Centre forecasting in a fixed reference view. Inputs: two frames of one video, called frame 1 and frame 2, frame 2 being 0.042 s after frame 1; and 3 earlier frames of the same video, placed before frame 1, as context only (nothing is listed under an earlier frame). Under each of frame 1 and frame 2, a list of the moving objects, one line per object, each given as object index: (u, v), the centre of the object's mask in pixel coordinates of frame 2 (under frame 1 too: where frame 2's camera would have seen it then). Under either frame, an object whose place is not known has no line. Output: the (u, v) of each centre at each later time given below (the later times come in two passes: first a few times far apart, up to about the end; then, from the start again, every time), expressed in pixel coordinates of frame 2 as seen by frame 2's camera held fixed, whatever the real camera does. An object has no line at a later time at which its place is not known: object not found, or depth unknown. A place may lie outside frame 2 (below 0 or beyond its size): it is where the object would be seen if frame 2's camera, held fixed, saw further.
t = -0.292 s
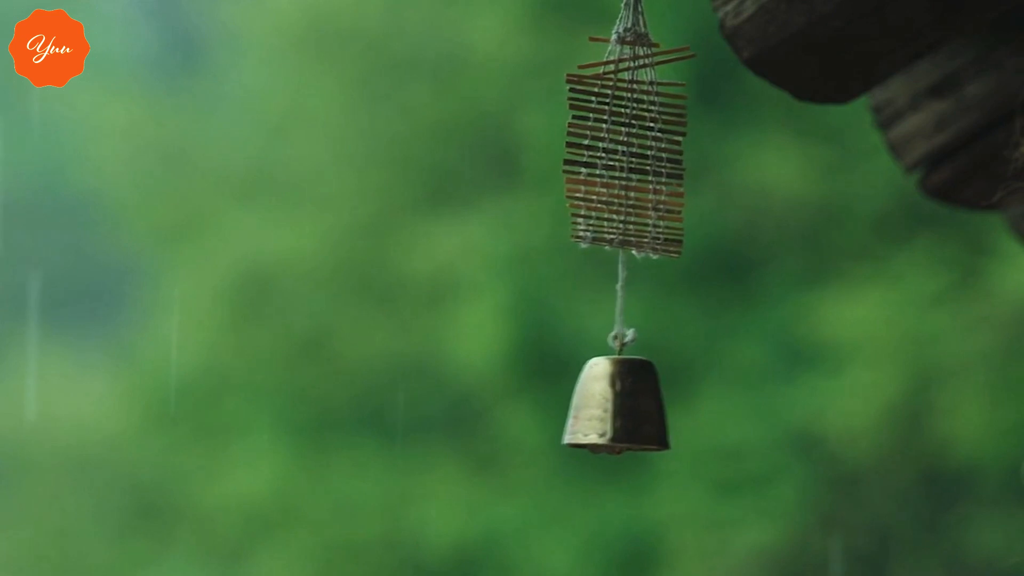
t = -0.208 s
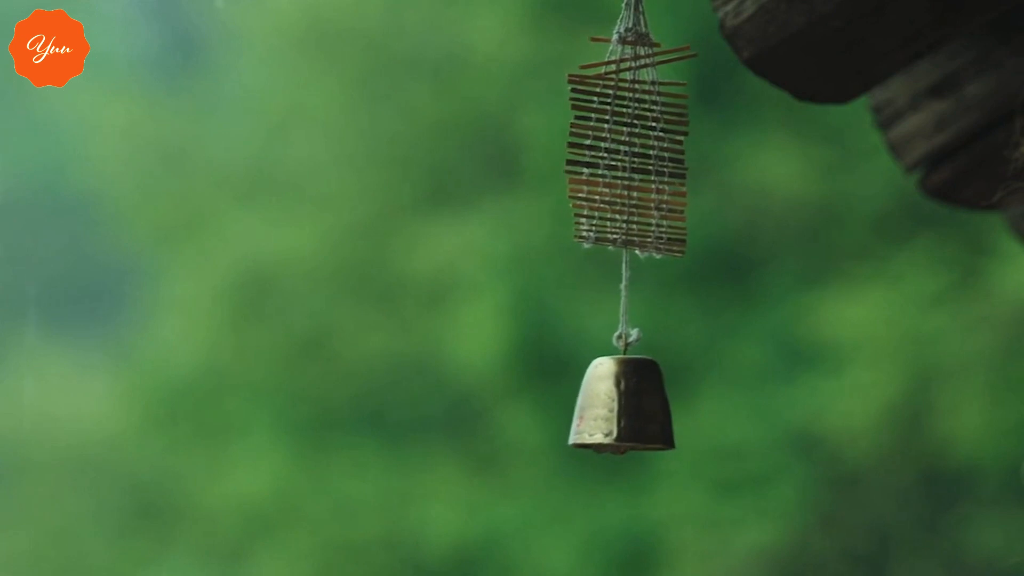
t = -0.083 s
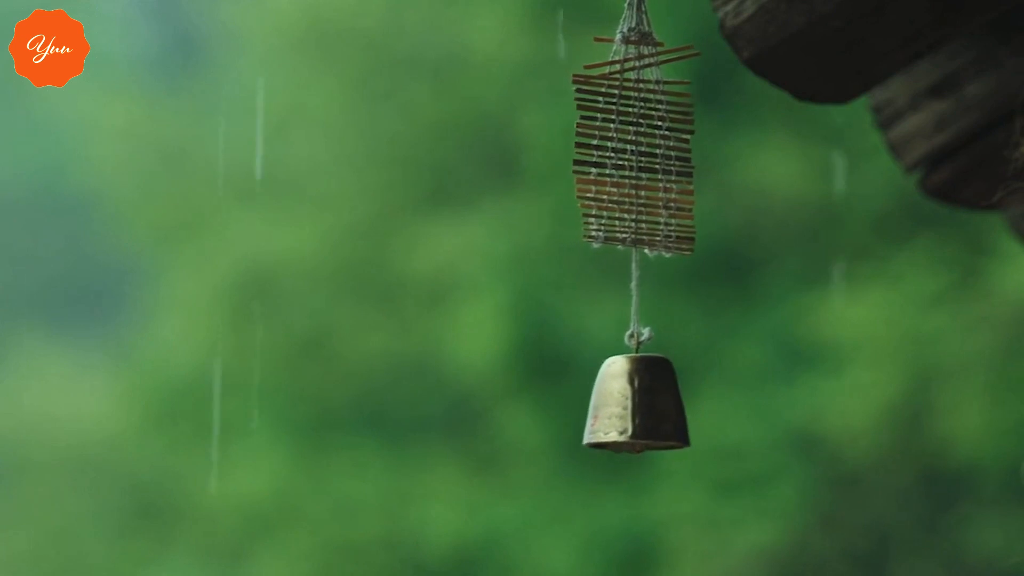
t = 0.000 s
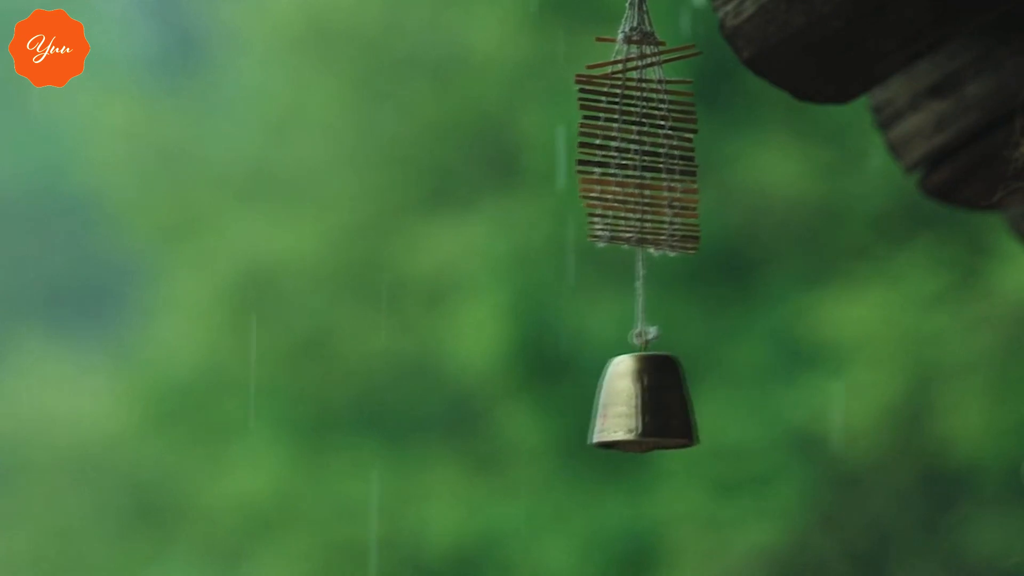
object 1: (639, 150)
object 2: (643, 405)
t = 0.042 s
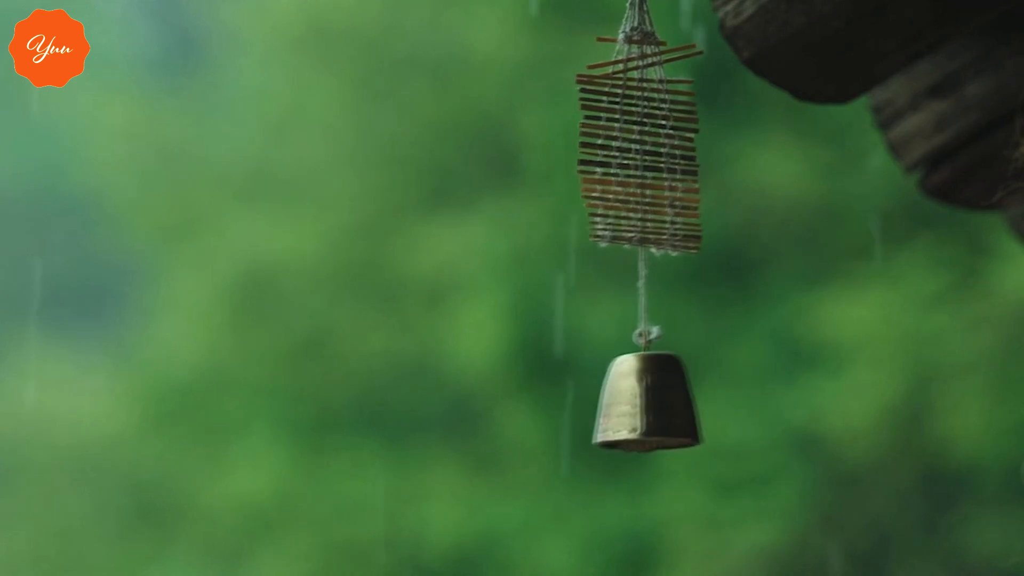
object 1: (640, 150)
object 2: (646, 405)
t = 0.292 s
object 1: (643, 150)
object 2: (651, 404)
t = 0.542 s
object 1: (630, 151)
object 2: (623, 407)
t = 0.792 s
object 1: (627, 151)
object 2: (617, 407)
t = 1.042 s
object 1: (638, 150)
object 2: (641, 406)
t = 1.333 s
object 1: (644, 149)
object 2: (653, 404)
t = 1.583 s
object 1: (632, 151)
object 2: (627, 407)
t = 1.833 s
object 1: (626, 151)
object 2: (616, 408)
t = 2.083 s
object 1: (635, 151)
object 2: (636, 406)
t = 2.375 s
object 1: (644, 149)
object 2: (654, 404)
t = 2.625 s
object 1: (634, 150)
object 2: (633, 406)
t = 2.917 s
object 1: (626, 151)
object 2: (616, 408)
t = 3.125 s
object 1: (633, 151)
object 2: (631, 407)
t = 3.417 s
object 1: (644, 150)
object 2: (654, 404)
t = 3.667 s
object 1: (636, 150)
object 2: (638, 406)
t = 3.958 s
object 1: (626, 151)
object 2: (615, 408)
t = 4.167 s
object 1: (631, 151)
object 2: (627, 407)
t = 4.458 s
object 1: (643, 150)
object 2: (652, 404)
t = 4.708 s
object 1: (639, 150)
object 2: (642, 405)
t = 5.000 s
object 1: (626, 151)
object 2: (615, 407)
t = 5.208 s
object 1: (629, 151)
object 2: (622, 407)
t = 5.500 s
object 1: (642, 150)
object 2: (649, 404)
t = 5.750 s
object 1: (641, 150)
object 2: (647, 404)
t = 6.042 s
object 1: (627, 151)
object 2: (616, 407)
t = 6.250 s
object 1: (627, 151)
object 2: (619, 407)
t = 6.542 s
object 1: (640, 150)
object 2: (646, 405)
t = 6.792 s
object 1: (640, 150)
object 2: (648, 404)
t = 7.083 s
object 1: (628, 151)
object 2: (619, 407)
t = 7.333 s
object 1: (627, 151)
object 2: (619, 407)
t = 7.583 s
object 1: (639, 150)
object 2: (643, 405)
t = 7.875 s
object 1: (642, 150)
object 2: (651, 404)
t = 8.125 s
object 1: (630, 151)
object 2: (623, 407)
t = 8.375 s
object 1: (627, 152)
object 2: (617, 407)
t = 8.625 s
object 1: (638, 150)
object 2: (641, 406)
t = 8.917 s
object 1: (644, 150)
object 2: (653, 404)
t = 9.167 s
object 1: (632, 151)
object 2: (628, 406)
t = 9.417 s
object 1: (626, 151)
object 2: (616, 408)
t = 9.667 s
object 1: (635, 150)
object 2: (636, 406)
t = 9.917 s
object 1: (644, 150)
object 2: (654, 404)
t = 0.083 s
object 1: (642, 150)
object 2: (649, 405)
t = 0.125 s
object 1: (643, 150)
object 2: (652, 404)
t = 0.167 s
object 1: (644, 150)
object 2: (654, 404)
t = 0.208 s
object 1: (644, 150)
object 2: (654, 404)
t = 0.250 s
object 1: (643, 150)
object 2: (653, 404)
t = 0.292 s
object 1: (643, 150)
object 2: (651, 404)
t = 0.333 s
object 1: (641, 150)
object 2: (647, 405)
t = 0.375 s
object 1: (639, 150)
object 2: (642, 405)
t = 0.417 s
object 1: (636, 150)
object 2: (637, 406)
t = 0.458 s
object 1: (634, 151)
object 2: (633, 406)
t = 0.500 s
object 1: (632, 151)
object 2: (628, 406)
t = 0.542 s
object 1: (630, 151)
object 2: (623, 407)
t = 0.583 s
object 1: (628, 151)
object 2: (619, 407)
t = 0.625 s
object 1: (626, 151)
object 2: (616, 407)
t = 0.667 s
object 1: (626, 151)
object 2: (615, 408)
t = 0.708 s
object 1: (626, 151)
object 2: (615, 407)
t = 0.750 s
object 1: (626, 151)
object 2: (616, 408)
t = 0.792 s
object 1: (627, 151)
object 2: (617, 407)
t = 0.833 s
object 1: (627, 151)
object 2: (619, 407)
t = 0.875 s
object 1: (629, 151)
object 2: (622, 407)
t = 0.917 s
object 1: (631, 151)
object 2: (627, 407)
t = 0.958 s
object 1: (633, 151)
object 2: (631, 407)
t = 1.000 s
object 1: (635, 151)
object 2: (636, 406)
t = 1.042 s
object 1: (638, 150)
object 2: (641, 406)
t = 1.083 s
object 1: (639, 150)
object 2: (643, 405)
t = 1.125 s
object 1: (640, 150)
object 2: (646, 405)
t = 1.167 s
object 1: (642, 150)
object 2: (649, 405)
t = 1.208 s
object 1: (643, 150)
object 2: (652, 404)
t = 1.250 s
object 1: (644, 150)
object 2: (654, 404)
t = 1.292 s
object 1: (644, 150)
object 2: (654, 404)
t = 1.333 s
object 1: (644, 149)
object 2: (653, 404)
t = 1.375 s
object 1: (642, 150)
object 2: (650, 404)
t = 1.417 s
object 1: (641, 150)
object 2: (647, 405)
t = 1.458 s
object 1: (639, 150)
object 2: (642, 405)
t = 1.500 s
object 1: (637, 150)
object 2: (638, 406)
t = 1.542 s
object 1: (634, 150)
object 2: (633, 406)
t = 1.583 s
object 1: (632, 151)
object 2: (627, 407)
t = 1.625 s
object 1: (630, 151)
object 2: (623, 407)
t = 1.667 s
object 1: (628, 151)
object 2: (619, 407)
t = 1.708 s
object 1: (626, 151)
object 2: (616, 407)
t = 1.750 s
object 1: (626, 151)
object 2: (615, 408)
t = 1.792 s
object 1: (626, 151)
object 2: (615, 408)
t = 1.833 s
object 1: (626, 151)
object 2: (616, 408)
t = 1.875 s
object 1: (627, 151)
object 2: (617, 407)
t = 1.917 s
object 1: (627, 151)
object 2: (618, 408)
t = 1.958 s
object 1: (629, 151)
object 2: (622, 407)
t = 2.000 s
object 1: (631, 151)
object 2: (627, 407)
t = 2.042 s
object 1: (633, 151)
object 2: (631, 407)
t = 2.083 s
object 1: (635, 151)
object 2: (636, 406)
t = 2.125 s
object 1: (638, 150)
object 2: (641, 406)
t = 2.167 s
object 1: (639, 150)
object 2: (643, 405)
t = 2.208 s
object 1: (640, 150)
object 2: (646, 404)
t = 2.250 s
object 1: (642, 150)
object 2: (649, 404)
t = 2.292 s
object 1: (643, 150)
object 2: (652, 404)
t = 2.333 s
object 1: (644, 149)
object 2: (654, 404)
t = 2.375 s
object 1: (644, 149)
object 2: (654, 404)
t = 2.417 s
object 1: (643, 149)
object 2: (653, 404)
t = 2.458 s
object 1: (642, 150)
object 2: (651, 404)
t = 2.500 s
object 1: (641, 150)
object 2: (647, 405)
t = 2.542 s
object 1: (639, 150)
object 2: (642, 405)
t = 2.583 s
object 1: (636, 150)
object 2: (637, 406)
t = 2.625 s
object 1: (634, 150)
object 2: (633, 406)
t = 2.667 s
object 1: (632, 151)
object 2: (628, 407)
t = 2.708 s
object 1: (630, 151)
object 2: (623, 407)
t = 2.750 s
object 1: (628, 151)
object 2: (619, 407)
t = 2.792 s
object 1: (627, 151)
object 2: (616, 407)
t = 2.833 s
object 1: (626, 151)
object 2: (615, 407)
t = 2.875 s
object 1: (626, 151)
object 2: (615, 408)
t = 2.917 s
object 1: (626, 151)
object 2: (616, 408)
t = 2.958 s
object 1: (627, 152)
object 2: (617, 407)
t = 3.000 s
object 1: (627, 151)
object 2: (619, 407)
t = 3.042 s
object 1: (629, 151)
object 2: (622, 407)
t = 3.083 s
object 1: (631, 151)
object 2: (627, 407)
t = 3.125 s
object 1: (633, 151)
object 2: (631, 407)
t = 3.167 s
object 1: (635, 151)
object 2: (636, 406)
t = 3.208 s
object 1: (638, 150)
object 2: (641, 406)
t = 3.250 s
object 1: (639, 150)
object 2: (643, 405)
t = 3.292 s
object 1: (640, 150)
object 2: (646, 405)
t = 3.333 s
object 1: (642, 150)
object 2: (649, 404)
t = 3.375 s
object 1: (643, 150)
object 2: (652, 404)
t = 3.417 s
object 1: (644, 150)
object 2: (654, 404)
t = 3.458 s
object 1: (644, 150)
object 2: (654, 404)
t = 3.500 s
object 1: (643, 150)
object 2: (653, 404)
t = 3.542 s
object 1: (642, 150)
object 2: (651, 404)
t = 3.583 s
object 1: (640, 150)
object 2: (647, 405)
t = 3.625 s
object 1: (639, 150)
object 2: (642, 405)
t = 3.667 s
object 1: (636, 150)
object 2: (638, 406)
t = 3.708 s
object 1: (634, 151)
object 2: (633, 406)
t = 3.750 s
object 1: (632, 151)
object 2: (628, 406)
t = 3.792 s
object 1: (629, 151)
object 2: (623, 407)
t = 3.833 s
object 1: (628, 151)
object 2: (619, 407)
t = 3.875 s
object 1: (626, 151)
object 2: (616, 407)
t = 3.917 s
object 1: (626, 151)
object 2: (615, 407)
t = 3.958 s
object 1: (626, 151)
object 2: (615, 408)
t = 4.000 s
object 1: (626, 151)
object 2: (616, 408)
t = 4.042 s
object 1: (627, 151)
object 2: (617, 407)
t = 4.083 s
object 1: (627, 151)
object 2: (619, 407)
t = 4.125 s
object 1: (629, 151)
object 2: (622, 407)
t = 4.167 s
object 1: (631, 151)
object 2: (627, 407)
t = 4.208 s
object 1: (633, 151)
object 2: (631, 407)
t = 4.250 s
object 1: (635, 151)
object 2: (636, 406)
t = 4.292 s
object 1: (638, 150)
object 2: (641, 406)
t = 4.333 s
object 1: (639, 150)
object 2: (643, 405)
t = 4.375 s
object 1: (640, 150)
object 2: (647, 405)
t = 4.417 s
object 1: (642, 150)
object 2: (649, 405)
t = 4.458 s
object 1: (643, 150)
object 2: (652, 404)
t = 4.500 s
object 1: (644, 150)
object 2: (654, 404)
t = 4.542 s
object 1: (644, 150)
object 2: (654, 404)
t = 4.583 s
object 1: (644, 150)
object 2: (653, 404)
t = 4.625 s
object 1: (642, 150)
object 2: (651, 404)
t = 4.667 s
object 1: (641, 150)
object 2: (647, 404)
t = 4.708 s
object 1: (639, 150)
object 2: (642, 405)
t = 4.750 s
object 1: (637, 150)
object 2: (638, 405)
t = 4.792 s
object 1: (634, 151)
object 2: (633, 406)
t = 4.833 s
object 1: (632, 151)
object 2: (628, 406)
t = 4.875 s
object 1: (630, 151)
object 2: (623, 407)
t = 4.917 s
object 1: (628, 151)
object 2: (619, 407)
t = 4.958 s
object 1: (627, 151)
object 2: (617, 407)
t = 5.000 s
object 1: (626, 151)
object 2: (615, 407)
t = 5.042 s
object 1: (626, 151)
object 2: (615, 407)
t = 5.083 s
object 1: (626, 151)
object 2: (616, 407)
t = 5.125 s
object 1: (627, 151)
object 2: (617, 407)
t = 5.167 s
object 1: (627, 151)
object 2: (619, 407)
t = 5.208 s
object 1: (629, 151)
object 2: (622, 407)
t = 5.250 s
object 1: (631, 151)
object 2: (627, 407)
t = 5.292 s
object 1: (633, 151)
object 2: (631, 407)
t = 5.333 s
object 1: (635, 151)
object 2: (636, 406)
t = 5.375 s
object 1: (638, 150)
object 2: (641, 406)
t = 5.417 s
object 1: (639, 150)
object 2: (643, 405)
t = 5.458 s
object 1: (640, 150)
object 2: (647, 405)
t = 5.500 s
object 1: (642, 150)
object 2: (649, 404)
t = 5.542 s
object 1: (643, 150)
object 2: (652, 404)
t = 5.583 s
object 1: (644, 150)
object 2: (654, 404)
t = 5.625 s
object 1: (644, 150)
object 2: (654, 404)
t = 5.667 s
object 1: (644, 150)
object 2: (653, 404)
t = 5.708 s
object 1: (643, 150)
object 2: (651, 404)
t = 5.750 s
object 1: (641, 150)
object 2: (647, 404)
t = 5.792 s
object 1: (639, 150)
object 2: (642, 405)
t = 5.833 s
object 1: (636, 150)
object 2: (638, 406)
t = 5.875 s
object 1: (634, 151)
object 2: (633, 406)
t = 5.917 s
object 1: (632, 151)
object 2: (628, 406)
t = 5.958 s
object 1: (630, 151)
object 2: (623, 407)
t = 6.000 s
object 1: (628, 151)
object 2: (619, 407)
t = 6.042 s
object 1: (627, 151)
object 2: (616, 407)
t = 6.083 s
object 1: (626, 151)
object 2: (615, 407)
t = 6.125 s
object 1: (626, 151)
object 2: (615, 407)
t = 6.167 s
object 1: (626, 151)
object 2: (616, 408)
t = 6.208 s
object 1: (627, 151)
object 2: (617, 407)
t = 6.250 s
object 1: (627, 151)
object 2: (619, 407)
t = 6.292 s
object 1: (629, 151)
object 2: (622, 407)
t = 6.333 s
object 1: (631, 151)
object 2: (627, 407)
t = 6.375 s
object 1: (633, 151)
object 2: (631, 407)
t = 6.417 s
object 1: (635, 151)
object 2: (636, 406)
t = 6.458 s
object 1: (638, 150)
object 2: (641, 406)
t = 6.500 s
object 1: (639, 150)
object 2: (643, 405)
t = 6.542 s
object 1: (640, 150)
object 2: (646, 405)
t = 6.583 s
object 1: (642, 150)
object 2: (649, 404)
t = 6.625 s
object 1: (643, 150)
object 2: (652, 404)
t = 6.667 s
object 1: (644, 150)
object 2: (654, 404)
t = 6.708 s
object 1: (641, 150)
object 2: (652, 404)
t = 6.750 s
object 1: (641, 150)
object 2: (651, 404)
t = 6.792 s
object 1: (640, 150)
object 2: (648, 404)
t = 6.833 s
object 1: (641, 150)
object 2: (647, 404)
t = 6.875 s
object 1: (639, 150)
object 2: (643, 405)
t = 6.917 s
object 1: (637, 150)
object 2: (638, 406)
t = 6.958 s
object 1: (634, 151)
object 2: (633, 406)
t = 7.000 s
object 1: (632, 151)
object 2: (628, 406)
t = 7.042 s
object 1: (630, 151)
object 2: (623, 407)
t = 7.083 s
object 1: (628, 151)
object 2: (619, 407)
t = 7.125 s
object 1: (627, 151)
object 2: (616, 407)
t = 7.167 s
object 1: (626, 151)
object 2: (615, 407)
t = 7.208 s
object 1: (626, 151)
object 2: (615, 408)
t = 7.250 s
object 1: (626, 151)
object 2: (616, 408)
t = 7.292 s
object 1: (627, 152)
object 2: (617, 407)
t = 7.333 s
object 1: (627, 151)
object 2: (619, 407)
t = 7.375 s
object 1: (629, 151)
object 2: (622, 407)
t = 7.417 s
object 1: (631, 151)
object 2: (627, 407)
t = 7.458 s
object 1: (633, 151)
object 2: (631, 407)
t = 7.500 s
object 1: (636, 151)
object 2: (636, 406)
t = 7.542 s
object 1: (638, 150)
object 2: (641, 406)
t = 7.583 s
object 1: (639, 150)
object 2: (643, 405)
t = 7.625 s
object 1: (640, 150)
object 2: (646, 405)
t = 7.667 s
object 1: (642, 150)
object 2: (649, 404)
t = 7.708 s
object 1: (643, 150)
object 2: (652, 404)
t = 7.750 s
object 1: (644, 150)
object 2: (654, 404)
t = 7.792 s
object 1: (644, 149)
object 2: (654, 404)
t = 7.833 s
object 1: (644, 150)
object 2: (653, 404)
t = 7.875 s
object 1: (642, 150)
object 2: (651, 404)
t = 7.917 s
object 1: (641, 150)
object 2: (647, 404)
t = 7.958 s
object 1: (639, 150)
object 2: (642, 405)
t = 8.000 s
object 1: (637, 150)
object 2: (638, 405)
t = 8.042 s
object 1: (634, 151)
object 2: (633, 406)
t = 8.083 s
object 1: (632, 151)
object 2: (628, 406)
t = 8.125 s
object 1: (630, 151)
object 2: (623, 407)
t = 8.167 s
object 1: (628, 151)
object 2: (619, 407)
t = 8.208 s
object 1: (626, 151)
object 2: (616, 407)
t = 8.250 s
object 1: (626, 151)
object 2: (615, 407)
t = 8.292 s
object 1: (626, 151)
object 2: (615, 408)
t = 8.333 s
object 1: (626, 152)
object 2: (616, 408)
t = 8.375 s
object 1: (627, 152)
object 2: (617, 407)
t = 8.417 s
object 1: (627, 151)
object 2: (619, 407)
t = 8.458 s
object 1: (629, 151)
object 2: (622, 407)
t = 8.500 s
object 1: (631, 151)
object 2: (627, 407)
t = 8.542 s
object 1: (633, 151)
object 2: (631, 407)
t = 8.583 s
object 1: (635, 151)
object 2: (636, 406)
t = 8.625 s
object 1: (638, 150)
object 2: (641, 406)
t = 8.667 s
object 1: (639, 150)
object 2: (643, 405)
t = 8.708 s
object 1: (640, 150)
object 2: (647, 405)
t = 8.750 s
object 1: (642, 150)
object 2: (649, 404)
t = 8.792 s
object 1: (643, 150)
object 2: (652, 404)
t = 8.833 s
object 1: (644, 150)
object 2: (654, 404)
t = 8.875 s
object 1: (644, 150)
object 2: (654, 404)
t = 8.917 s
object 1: (644, 150)
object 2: (653, 404)
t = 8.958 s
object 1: (642, 150)
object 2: (651, 404)
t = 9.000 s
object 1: (641, 150)
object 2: (647, 404)
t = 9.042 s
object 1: (639, 150)
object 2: (642, 405)
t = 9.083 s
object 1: (636, 150)
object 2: (638, 406)
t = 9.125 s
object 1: (634, 151)
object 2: (633, 406)
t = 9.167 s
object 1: (632, 151)
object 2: (628, 406)
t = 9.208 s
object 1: (630, 151)
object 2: (623, 407)
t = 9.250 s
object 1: (628, 151)
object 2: (619, 407)
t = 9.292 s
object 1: (627, 151)
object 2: (616, 407)
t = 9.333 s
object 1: (626, 151)
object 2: (615, 407)
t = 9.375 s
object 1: (626, 151)
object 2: (615, 408)
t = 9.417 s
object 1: (626, 151)
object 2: (616, 408)
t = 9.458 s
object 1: (627, 151)
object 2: (617, 407)
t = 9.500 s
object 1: (627, 151)
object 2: (619, 407)
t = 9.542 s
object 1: (629, 151)
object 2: (622, 407)
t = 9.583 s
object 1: (631, 151)
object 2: (627, 407)
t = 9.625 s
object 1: (633, 151)
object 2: (631, 407)
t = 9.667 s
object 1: (635, 150)
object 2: (636, 406)
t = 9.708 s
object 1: (638, 150)
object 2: (641, 406)
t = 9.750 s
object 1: (639, 150)
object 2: (643, 405)
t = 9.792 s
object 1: (640, 150)
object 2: (647, 405)
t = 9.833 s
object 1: (642, 150)
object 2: (649, 404)
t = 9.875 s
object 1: (643, 150)
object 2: (652, 404)
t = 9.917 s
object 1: (644, 150)
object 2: (654, 404)
